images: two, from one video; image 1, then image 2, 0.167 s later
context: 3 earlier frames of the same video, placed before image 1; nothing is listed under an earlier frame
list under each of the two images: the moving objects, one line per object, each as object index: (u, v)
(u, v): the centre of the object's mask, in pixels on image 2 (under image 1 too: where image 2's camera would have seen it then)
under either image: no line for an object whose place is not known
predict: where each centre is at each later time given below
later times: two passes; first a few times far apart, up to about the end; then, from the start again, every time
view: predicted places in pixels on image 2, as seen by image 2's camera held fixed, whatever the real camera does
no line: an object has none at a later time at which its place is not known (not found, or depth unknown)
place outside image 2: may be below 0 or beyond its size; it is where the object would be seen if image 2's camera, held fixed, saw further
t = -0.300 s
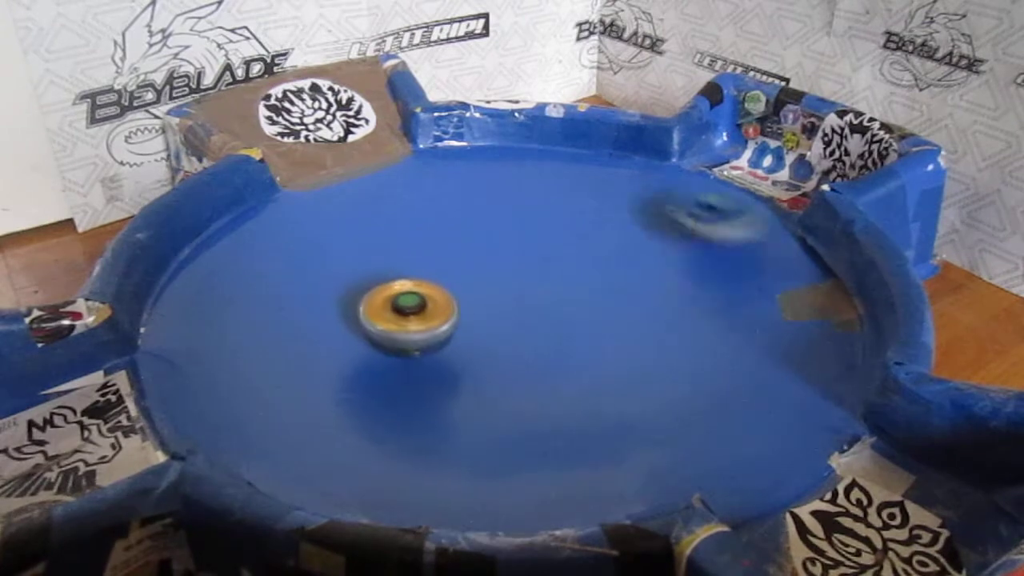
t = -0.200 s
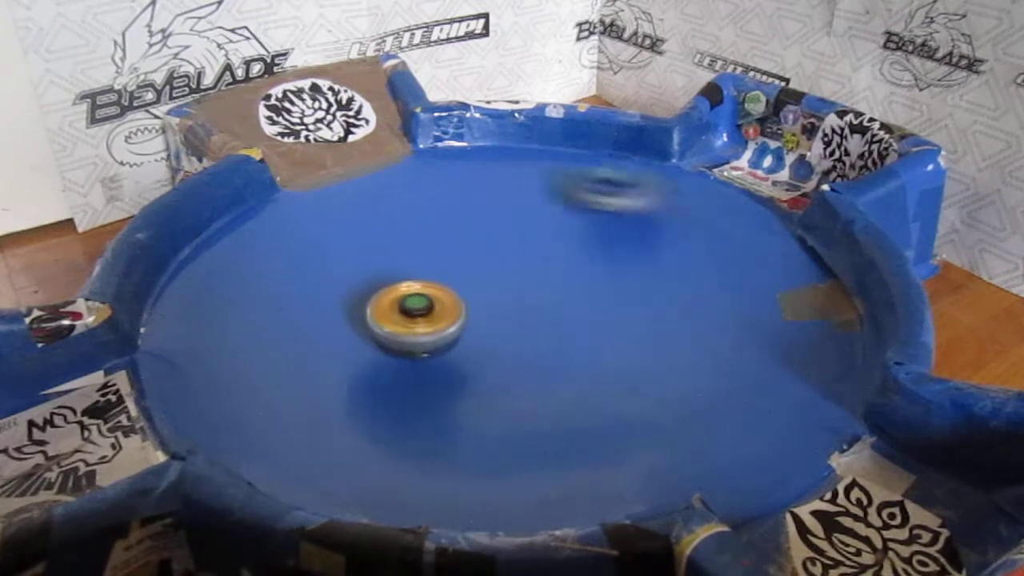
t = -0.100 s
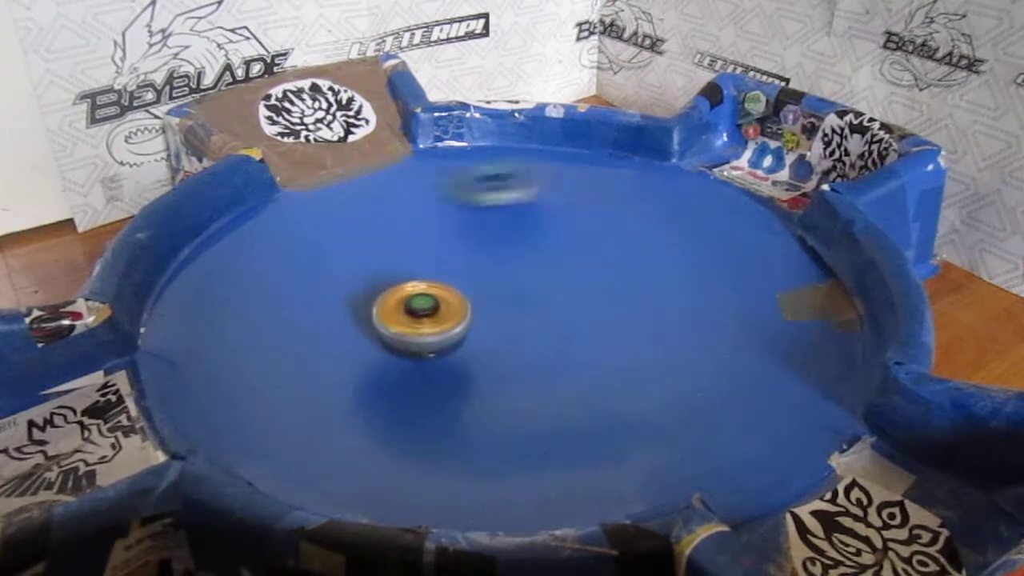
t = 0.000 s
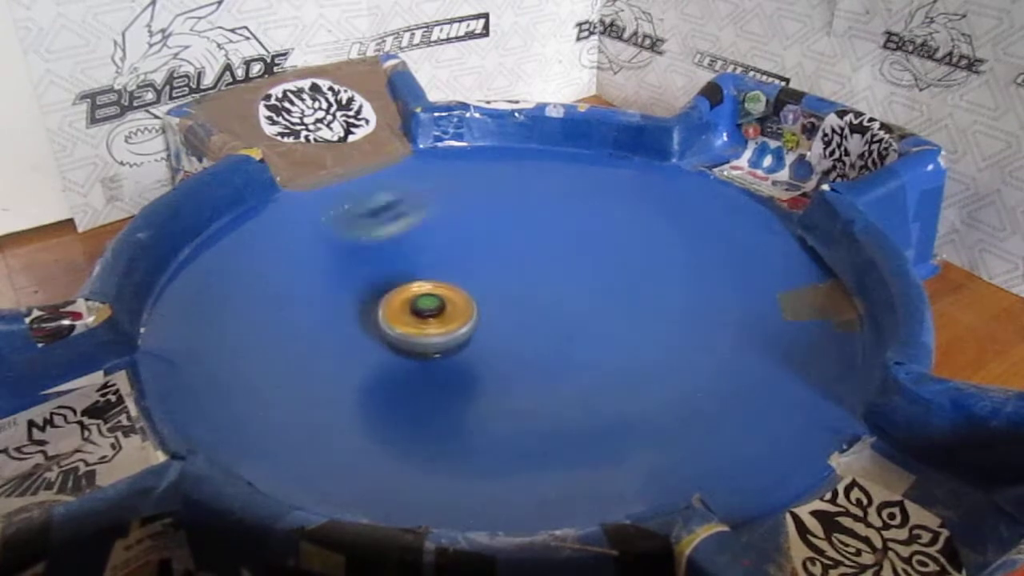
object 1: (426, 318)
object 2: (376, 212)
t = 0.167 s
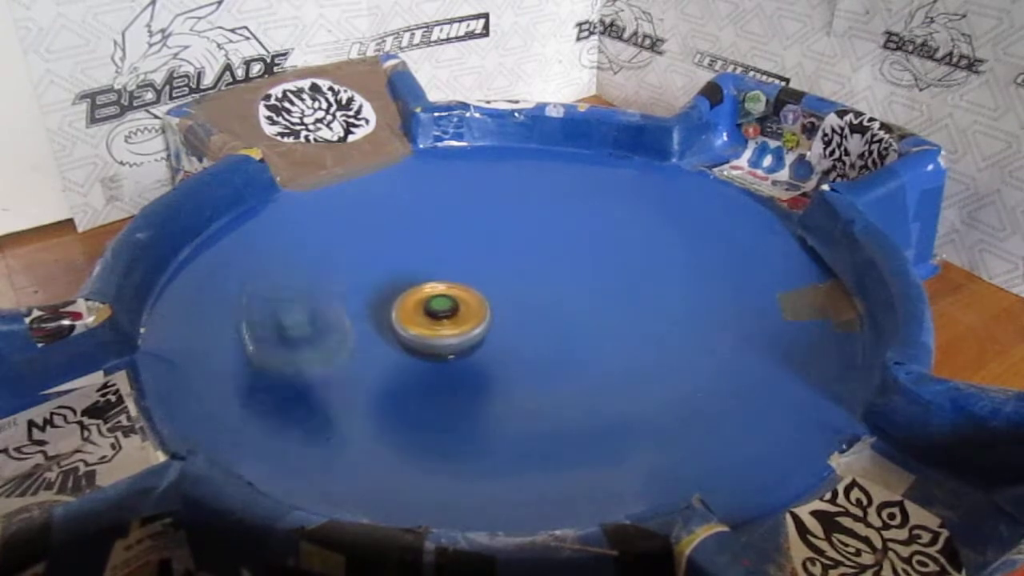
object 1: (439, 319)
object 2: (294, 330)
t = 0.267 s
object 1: (449, 319)
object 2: (393, 422)
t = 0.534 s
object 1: (475, 324)
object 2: (791, 342)
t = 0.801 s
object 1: (494, 334)
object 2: (625, 204)
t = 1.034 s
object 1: (502, 351)
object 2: (347, 242)
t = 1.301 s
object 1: (529, 365)
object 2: (401, 439)
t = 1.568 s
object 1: (583, 347)
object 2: (764, 332)
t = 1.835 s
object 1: (583, 335)
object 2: (534, 203)
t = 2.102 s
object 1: (563, 332)
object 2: (277, 293)
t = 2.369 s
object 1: (540, 331)
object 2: (520, 435)
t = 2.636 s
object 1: (525, 326)
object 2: (699, 265)
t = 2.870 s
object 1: (521, 319)
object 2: (443, 199)
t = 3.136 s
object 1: (525, 312)
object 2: (281, 324)
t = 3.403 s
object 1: (534, 306)
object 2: (627, 397)
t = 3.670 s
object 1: (543, 303)
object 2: (619, 219)
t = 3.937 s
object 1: (553, 305)
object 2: (347, 228)
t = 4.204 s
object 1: (561, 312)
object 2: (407, 406)
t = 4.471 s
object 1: (566, 324)
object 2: (711, 297)
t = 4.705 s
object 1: (564, 333)
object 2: (528, 200)
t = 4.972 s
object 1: (558, 342)
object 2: (334, 296)
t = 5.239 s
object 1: (569, 316)
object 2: (595, 416)
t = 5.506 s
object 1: (578, 302)
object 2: (771, 297)
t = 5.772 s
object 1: (593, 291)
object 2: (529, 227)
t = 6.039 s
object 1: (596, 273)
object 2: (348, 341)
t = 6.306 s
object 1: (578, 266)
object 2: (623, 401)
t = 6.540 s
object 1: (521, 260)
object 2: (676, 282)
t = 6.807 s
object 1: (323, 221)
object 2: (614, 221)
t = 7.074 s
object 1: (312, 258)
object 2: (400, 290)
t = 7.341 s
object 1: (331, 284)
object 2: (533, 406)
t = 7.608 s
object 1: (394, 306)
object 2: (661, 305)
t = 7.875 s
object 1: (455, 305)
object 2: (516, 267)
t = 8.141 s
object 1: (489, 333)
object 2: (423, 275)
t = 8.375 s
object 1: (507, 364)
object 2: (376, 351)
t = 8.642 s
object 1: (652, 332)
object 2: (465, 400)
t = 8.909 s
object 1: (640, 319)
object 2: (513, 320)
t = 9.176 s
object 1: (593, 316)
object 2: (403, 263)
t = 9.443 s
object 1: (537, 317)
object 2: (354, 318)
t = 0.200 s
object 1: (443, 319)
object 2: (317, 370)
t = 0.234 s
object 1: (446, 319)
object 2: (349, 397)
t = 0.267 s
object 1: (449, 319)
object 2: (393, 422)
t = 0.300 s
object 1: (452, 319)
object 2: (441, 438)
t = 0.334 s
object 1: (456, 319)
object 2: (509, 444)
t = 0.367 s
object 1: (459, 320)
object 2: (573, 440)
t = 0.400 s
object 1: (462, 320)
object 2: (640, 428)
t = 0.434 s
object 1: (465, 321)
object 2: (704, 410)
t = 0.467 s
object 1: (469, 322)
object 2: (748, 384)
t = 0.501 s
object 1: (472, 323)
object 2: (774, 364)
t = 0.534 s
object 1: (475, 324)
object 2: (791, 342)
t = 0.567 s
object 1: (478, 325)
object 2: (798, 321)
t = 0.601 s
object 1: (481, 326)
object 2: (792, 298)
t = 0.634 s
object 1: (483, 327)
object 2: (780, 277)
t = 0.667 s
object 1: (486, 329)
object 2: (762, 259)
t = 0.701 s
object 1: (488, 330)
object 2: (736, 241)
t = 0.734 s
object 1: (490, 331)
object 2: (691, 225)
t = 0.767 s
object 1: (493, 333)
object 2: (660, 214)
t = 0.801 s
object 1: (494, 334)
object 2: (625, 204)
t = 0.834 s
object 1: (496, 336)
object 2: (586, 200)
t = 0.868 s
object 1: (498, 338)
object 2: (543, 198)
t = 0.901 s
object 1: (499, 340)
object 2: (502, 198)
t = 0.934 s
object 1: (500, 343)
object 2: (460, 201)
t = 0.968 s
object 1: (501, 345)
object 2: (419, 212)
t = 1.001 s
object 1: (502, 348)
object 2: (383, 223)
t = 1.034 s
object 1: (502, 351)
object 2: (347, 242)
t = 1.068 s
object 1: (503, 353)
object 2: (317, 260)
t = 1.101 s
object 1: (504, 355)
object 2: (297, 280)
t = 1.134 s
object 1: (505, 358)
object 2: (289, 308)
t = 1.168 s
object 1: (507, 360)
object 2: (290, 333)
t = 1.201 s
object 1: (510, 362)
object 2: (301, 358)
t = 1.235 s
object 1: (515, 364)
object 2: (326, 392)
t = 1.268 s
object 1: (521, 365)
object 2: (354, 415)
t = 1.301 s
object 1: (529, 365)
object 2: (401, 439)
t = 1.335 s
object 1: (537, 364)
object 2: (467, 443)
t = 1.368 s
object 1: (546, 360)
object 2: (532, 443)
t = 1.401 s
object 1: (553, 358)
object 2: (582, 439)
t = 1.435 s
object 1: (560, 357)
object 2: (634, 423)
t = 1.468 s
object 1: (569, 356)
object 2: (687, 405)
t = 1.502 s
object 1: (575, 353)
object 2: (732, 380)
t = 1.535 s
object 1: (580, 351)
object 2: (753, 356)
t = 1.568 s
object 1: (583, 347)
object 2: (764, 332)
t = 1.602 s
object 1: (586, 344)
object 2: (762, 311)
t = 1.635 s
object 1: (587, 342)
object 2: (747, 286)
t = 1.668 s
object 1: (588, 340)
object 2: (726, 263)
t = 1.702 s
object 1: (587, 338)
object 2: (695, 243)
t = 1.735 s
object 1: (587, 337)
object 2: (656, 228)
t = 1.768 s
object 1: (586, 336)
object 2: (620, 217)
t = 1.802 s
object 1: (584, 335)
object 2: (574, 208)
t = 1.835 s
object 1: (583, 335)
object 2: (534, 203)
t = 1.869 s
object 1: (580, 334)
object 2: (497, 200)
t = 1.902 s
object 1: (578, 333)
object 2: (456, 203)
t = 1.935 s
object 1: (576, 333)
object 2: (413, 212)
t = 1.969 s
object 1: (574, 333)
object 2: (378, 221)
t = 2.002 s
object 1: (572, 333)
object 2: (341, 237)
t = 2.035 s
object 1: (569, 332)
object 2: (310, 250)
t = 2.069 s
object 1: (565, 332)
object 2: (288, 272)
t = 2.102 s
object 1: (563, 332)
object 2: (277, 293)
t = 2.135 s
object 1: (560, 332)
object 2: (273, 315)
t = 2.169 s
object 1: (557, 332)
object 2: (281, 340)
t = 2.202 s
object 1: (554, 332)
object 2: (294, 366)
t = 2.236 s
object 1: (550, 331)
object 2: (324, 396)
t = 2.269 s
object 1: (547, 331)
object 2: (354, 414)
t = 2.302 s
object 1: (545, 331)
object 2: (409, 436)
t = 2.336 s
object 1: (542, 331)
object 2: (470, 439)
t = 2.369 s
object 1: (540, 331)
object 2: (520, 435)
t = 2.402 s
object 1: (537, 330)
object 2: (571, 425)
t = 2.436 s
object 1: (535, 330)
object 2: (627, 409)
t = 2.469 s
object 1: (533, 329)
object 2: (675, 389)
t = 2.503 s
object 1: (531, 329)
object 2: (713, 367)
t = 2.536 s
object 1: (529, 328)
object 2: (726, 340)
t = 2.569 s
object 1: (527, 327)
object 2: (729, 313)
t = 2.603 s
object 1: (526, 327)
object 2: (721, 288)
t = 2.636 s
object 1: (525, 326)
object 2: (699, 265)
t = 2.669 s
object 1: (524, 325)
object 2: (668, 243)
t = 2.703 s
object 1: (523, 324)
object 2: (633, 228)
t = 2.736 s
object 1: (523, 323)
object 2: (596, 215)
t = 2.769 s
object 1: (522, 322)
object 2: (556, 204)
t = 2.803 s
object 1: (522, 321)
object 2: (522, 200)
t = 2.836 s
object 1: (522, 321)
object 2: (481, 198)
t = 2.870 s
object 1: (521, 319)
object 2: (443, 199)
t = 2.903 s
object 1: (521, 318)
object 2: (405, 205)
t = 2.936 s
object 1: (521, 317)
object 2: (371, 216)
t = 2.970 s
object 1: (522, 316)
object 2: (338, 229)
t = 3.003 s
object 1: (522, 315)
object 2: (308, 244)
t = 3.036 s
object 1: (523, 315)
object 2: (290, 261)
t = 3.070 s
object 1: (524, 313)
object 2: (278, 283)
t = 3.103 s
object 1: (524, 313)
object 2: (275, 303)
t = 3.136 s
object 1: (525, 312)
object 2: (281, 324)
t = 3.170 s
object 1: (526, 311)
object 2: (290, 343)
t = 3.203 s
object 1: (527, 310)
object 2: (314, 372)
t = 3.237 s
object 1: (528, 309)
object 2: (353, 400)
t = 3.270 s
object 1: (529, 309)
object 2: (395, 420)
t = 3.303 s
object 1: (530, 308)
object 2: (465, 421)
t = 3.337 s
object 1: (531, 307)
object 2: (522, 419)
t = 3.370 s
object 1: (533, 306)
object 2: (577, 411)
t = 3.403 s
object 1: (534, 306)
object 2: (627, 397)
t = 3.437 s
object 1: (535, 305)
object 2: (671, 376)
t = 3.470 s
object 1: (536, 305)
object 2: (698, 347)
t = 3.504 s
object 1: (537, 305)
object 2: (711, 323)
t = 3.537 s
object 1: (539, 304)
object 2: (710, 298)
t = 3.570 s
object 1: (540, 304)
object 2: (699, 273)
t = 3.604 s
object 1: (541, 304)
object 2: (677, 252)
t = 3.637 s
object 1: (542, 303)
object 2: (650, 234)
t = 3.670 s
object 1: (543, 303)
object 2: (619, 219)
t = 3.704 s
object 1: (544, 303)
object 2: (578, 206)
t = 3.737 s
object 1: (545, 303)
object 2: (544, 200)
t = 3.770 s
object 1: (546, 303)
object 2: (508, 194)
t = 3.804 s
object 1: (547, 303)
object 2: (476, 194)
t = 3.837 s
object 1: (548, 303)
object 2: (442, 196)
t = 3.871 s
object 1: (550, 304)
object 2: (408, 204)
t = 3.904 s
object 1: (551, 304)
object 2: (377, 214)
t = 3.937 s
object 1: (553, 305)
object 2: (347, 228)
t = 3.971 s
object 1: (554, 305)
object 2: (324, 244)
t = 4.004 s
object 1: (555, 306)
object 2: (308, 263)
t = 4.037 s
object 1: (556, 307)
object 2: (299, 282)
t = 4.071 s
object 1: (557, 308)
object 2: (302, 306)
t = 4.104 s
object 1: (558, 308)
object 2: (314, 330)
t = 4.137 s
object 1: (559, 310)
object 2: (336, 357)
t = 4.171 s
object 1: (560, 311)
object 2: (365, 382)
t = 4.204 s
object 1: (561, 312)
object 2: (407, 406)
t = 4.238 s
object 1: (562, 313)
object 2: (464, 409)
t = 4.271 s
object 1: (563, 315)
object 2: (530, 406)
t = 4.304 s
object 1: (564, 316)
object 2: (577, 401)
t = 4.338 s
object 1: (564, 318)
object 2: (627, 390)
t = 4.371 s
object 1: (565, 318)
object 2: (664, 369)
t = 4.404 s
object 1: (566, 321)
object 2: (696, 345)
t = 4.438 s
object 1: (566, 322)
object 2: (709, 320)
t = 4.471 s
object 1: (566, 324)
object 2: (711, 297)
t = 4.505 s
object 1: (566, 325)
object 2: (703, 272)
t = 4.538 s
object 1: (566, 327)
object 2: (688, 254)
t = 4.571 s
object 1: (566, 328)
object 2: (663, 235)
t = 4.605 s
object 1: (566, 330)
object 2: (630, 220)
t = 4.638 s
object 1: (565, 331)
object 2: (596, 209)
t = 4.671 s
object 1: (565, 332)
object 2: (563, 202)
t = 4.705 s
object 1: (564, 333)
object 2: (528, 200)
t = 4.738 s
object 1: (564, 335)
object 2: (496, 200)
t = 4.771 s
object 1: (562, 336)
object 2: (465, 203)
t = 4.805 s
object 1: (562, 338)
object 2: (431, 211)
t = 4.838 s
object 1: (561, 339)
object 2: (404, 221)
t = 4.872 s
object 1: (560, 340)
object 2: (379, 235)
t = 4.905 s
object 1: (560, 341)
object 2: (356, 251)
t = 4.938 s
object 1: (559, 342)
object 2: (340, 273)
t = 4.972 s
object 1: (558, 342)
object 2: (334, 296)
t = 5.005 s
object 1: (557, 343)
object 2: (337, 319)
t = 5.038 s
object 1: (556, 343)
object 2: (353, 343)
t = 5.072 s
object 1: (555, 344)
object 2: (376, 365)
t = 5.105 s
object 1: (554, 345)
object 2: (403, 387)
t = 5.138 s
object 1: (553, 345)
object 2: (461, 401)
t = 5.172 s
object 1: (554, 340)
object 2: (510, 405)
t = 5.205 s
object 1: (562, 328)
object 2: (552, 414)
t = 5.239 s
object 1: (569, 316)
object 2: (595, 416)
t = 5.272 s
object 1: (573, 310)
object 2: (636, 410)
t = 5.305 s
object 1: (575, 306)
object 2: (686, 399)
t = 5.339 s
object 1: (575, 305)
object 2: (731, 383)
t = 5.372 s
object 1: (576, 304)
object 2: (752, 363)
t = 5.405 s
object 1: (576, 304)
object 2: (773, 347)
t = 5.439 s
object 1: (577, 303)
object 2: (781, 330)
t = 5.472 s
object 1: (577, 303)
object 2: (779, 313)
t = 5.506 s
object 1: (578, 302)
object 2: (771, 297)
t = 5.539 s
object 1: (579, 301)
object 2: (756, 280)
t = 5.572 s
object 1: (581, 300)
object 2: (735, 264)
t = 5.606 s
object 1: (582, 299)
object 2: (708, 251)
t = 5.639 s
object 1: (585, 298)
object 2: (677, 242)
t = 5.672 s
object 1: (587, 296)
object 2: (642, 233)
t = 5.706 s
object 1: (589, 295)
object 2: (607, 227)
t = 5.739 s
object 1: (591, 293)
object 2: (568, 226)
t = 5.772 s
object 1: (593, 291)
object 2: (529, 227)
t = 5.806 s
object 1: (595, 289)
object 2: (491, 231)
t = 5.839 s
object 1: (597, 288)
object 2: (458, 238)
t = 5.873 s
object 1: (598, 285)
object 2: (424, 248)
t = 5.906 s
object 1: (599, 283)
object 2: (394, 263)
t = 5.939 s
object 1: (599, 281)
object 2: (370, 280)
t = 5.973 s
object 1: (599, 278)
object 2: (354, 299)
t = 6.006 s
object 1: (598, 276)
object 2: (347, 322)
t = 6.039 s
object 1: (596, 273)
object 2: (348, 341)
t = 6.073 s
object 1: (594, 271)
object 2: (357, 361)
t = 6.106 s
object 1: (592, 270)
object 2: (374, 383)
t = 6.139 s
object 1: (589, 269)
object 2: (402, 404)
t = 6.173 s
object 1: (587, 268)
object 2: (437, 421)
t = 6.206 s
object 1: (584, 268)
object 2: (486, 425)
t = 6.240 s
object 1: (582, 267)
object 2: (538, 425)
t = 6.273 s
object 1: (580, 266)
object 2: (582, 415)
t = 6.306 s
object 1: (578, 266)
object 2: (623, 401)
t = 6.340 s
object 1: (576, 267)
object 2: (652, 387)
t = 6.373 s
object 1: (574, 268)
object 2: (675, 371)
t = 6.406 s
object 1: (572, 269)
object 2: (688, 350)
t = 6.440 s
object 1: (570, 269)
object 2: (693, 332)
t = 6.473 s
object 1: (569, 270)
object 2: (685, 311)
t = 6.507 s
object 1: (567, 271)
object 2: (670, 294)
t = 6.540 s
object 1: (521, 260)
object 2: (676, 282)
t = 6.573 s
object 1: (470, 242)
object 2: (716, 275)
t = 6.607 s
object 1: (429, 229)
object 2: (732, 267)
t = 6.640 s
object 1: (395, 218)
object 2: (732, 260)
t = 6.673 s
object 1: (368, 213)
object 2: (721, 250)
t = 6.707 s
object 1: (352, 213)
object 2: (700, 242)
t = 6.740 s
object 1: (340, 215)
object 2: (673, 234)
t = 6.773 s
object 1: (330, 218)
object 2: (643, 227)
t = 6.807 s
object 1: (323, 221)
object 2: (614, 221)
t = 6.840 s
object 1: (317, 224)
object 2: (583, 219)
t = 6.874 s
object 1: (313, 229)
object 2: (549, 222)
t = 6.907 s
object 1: (310, 233)
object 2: (516, 225)
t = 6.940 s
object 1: (309, 237)
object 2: (486, 231)
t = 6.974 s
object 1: (309, 242)
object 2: (458, 242)
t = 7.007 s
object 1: (310, 248)
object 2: (432, 255)
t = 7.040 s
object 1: (312, 254)
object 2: (411, 271)
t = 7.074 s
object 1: (312, 258)
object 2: (400, 290)
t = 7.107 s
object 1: (308, 261)
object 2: (397, 310)
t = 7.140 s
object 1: (306, 264)
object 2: (395, 327)
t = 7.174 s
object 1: (307, 268)
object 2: (399, 344)
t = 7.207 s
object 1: (309, 271)
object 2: (407, 363)
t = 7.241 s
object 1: (313, 274)
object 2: (425, 380)
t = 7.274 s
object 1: (318, 277)
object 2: (451, 391)
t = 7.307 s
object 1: (325, 281)
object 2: (494, 405)
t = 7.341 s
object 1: (331, 284)
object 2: (533, 406)
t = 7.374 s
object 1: (339, 287)
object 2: (575, 401)
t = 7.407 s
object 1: (345, 289)
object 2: (609, 392)
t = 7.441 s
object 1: (353, 292)
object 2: (639, 381)
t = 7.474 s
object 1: (360, 295)
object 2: (660, 366)
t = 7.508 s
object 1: (368, 298)
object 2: (673, 351)
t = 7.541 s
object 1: (376, 300)
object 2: (681, 335)
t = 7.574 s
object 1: (384, 303)
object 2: (676, 318)
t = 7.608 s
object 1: (394, 306)
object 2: (661, 305)
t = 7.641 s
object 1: (403, 308)
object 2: (637, 292)
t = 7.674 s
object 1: (413, 308)
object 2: (610, 283)
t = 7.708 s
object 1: (423, 306)
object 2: (591, 277)
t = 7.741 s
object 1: (432, 304)
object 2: (565, 271)
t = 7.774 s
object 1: (440, 303)
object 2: (544, 269)
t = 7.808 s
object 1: (448, 302)
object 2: (527, 268)
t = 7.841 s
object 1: (456, 301)
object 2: (522, 268)
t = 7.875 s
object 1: (455, 305)
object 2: (516, 267)
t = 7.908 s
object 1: (457, 309)
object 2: (507, 266)
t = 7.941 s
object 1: (460, 312)
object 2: (498, 264)
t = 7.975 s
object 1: (463, 317)
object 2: (486, 264)
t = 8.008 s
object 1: (469, 320)
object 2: (474, 265)
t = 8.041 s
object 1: (475, 323)
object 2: (460, 267)
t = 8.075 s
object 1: (480, 326)
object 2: (447, 269)
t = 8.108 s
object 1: (485, 330)
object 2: (437, 272)
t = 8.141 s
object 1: (489, 333)
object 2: (423, 275)
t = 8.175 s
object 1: (493, 337)
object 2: (408, 280)
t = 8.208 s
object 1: (495, 342)
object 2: (392, 288)
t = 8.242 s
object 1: (498, 346)
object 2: (377, 299)
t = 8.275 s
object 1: (500, 351)
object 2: (366, 311)
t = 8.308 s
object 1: (502, 356)
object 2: (364, 322)
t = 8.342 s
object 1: (504, 360)
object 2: (369, 338)
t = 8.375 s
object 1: (507, 364)
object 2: (376, 351)
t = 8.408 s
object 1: (514, 368)
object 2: (394, 365)
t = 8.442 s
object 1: (529, 368)
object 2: (410, 378)
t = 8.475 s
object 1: (567, 363)
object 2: (400, 385)
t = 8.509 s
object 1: (604, 356)
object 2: (398, 388)
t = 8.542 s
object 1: (629, 347)
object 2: (402, 392)
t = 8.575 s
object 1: (643, 340)
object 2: (418, 397)
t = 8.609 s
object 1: (649, 336)
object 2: (440, 398)
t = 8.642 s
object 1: (652, 332)
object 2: (465, 400)
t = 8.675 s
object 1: (652, 330)
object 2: (486, 393)
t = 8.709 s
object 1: (652, 328)
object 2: (512, 387)
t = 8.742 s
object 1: (651, 325)
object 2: (531, 376)
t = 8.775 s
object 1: (649, 324)
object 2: (544, 362)
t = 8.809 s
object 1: (648, 323)
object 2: (544, 345)
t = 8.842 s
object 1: (646, 322)
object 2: (538, 338)
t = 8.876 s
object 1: (644, 321)
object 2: (527, 329)
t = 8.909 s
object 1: (640, 319)
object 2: (513, 320)
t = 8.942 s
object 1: (636, 319)
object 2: (500, 311)
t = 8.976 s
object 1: (631, 318)
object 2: (486, 304)
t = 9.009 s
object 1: (625, 317)
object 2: (472, 295)
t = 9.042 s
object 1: (618, 317)
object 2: (459, 288)
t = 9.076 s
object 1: (612, 316)
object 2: (447, 280)
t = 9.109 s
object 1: (606, 316)
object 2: (435, 272)
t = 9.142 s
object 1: (600, 316)
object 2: (420, 266)
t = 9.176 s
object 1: (593, 316)
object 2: (403, 263)
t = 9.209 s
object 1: (586, 316)
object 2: (387, 263)
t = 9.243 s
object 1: (579, 317)
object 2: (371, 264)
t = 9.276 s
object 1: (572, 317)
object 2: (356, 272)
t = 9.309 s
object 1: (566, 318)
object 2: (346, 280)
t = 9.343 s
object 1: (558, 318)
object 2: (341, 289)
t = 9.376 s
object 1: (551, 318)
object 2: (341, 298)
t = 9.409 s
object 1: (544, 317)
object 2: (345, 307)
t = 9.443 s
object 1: (537, 317)
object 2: (354, 318)
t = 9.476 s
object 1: (531, 316)
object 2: (368, 328)
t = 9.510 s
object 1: (524, 314)
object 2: (387, 338)
